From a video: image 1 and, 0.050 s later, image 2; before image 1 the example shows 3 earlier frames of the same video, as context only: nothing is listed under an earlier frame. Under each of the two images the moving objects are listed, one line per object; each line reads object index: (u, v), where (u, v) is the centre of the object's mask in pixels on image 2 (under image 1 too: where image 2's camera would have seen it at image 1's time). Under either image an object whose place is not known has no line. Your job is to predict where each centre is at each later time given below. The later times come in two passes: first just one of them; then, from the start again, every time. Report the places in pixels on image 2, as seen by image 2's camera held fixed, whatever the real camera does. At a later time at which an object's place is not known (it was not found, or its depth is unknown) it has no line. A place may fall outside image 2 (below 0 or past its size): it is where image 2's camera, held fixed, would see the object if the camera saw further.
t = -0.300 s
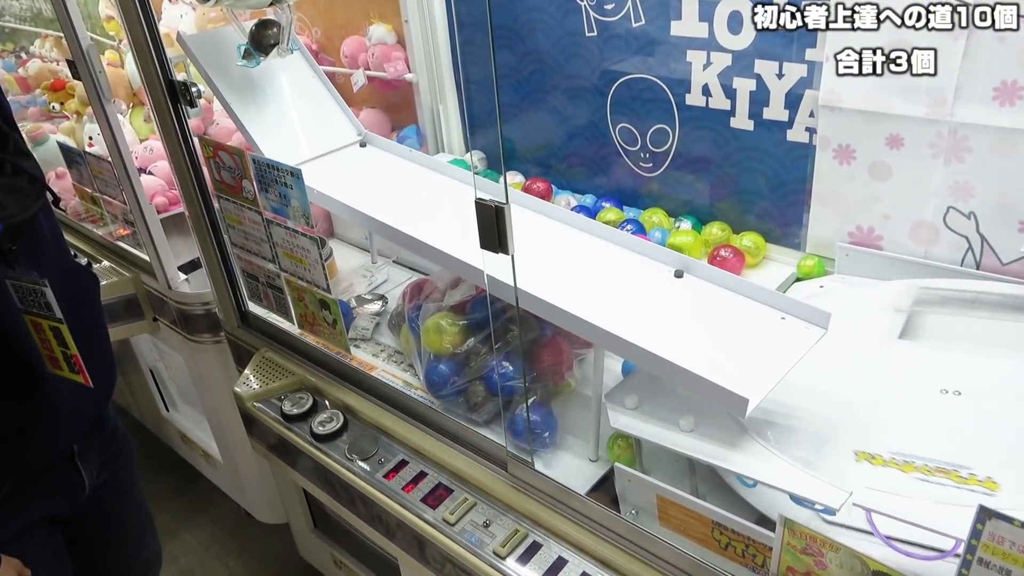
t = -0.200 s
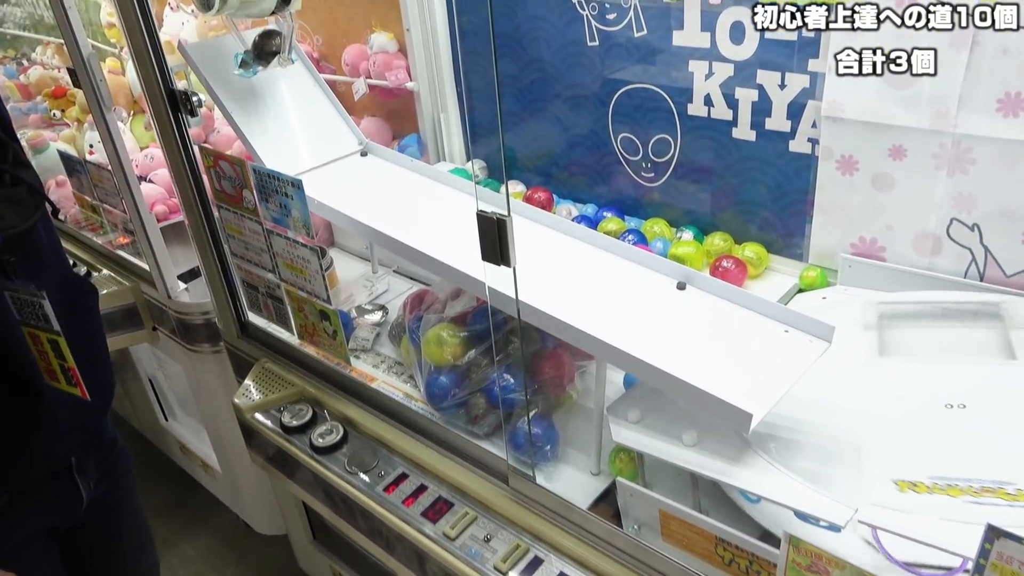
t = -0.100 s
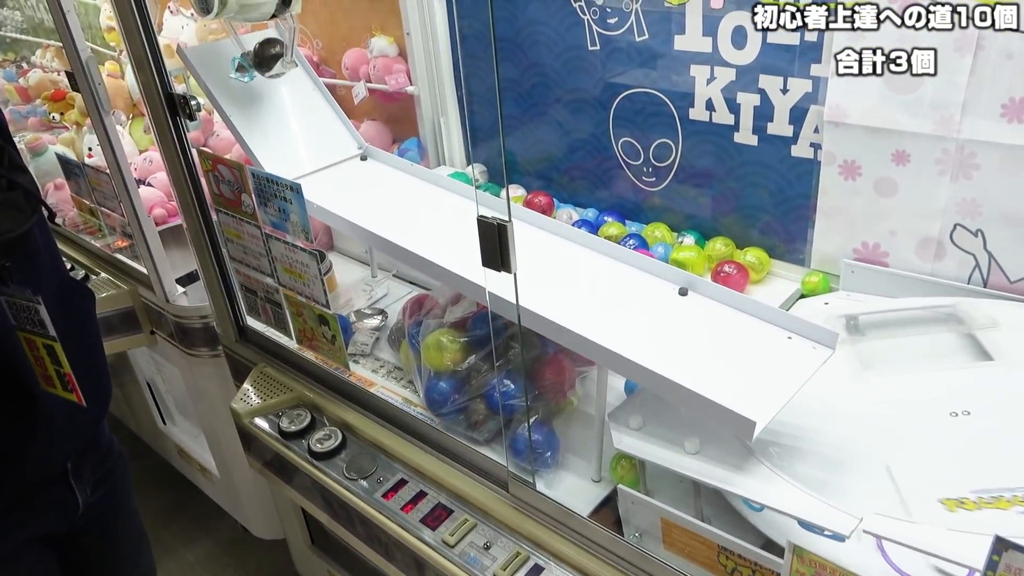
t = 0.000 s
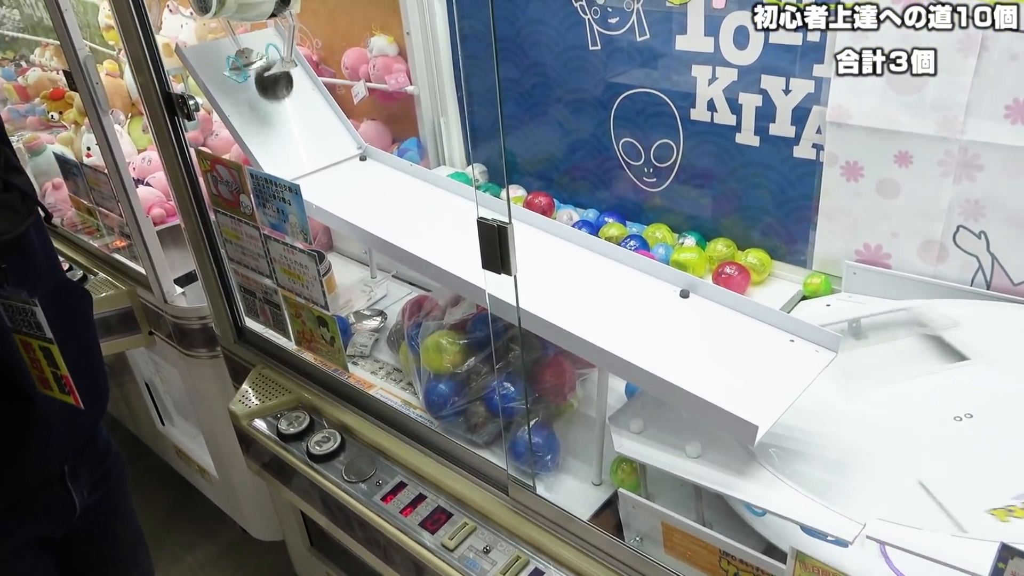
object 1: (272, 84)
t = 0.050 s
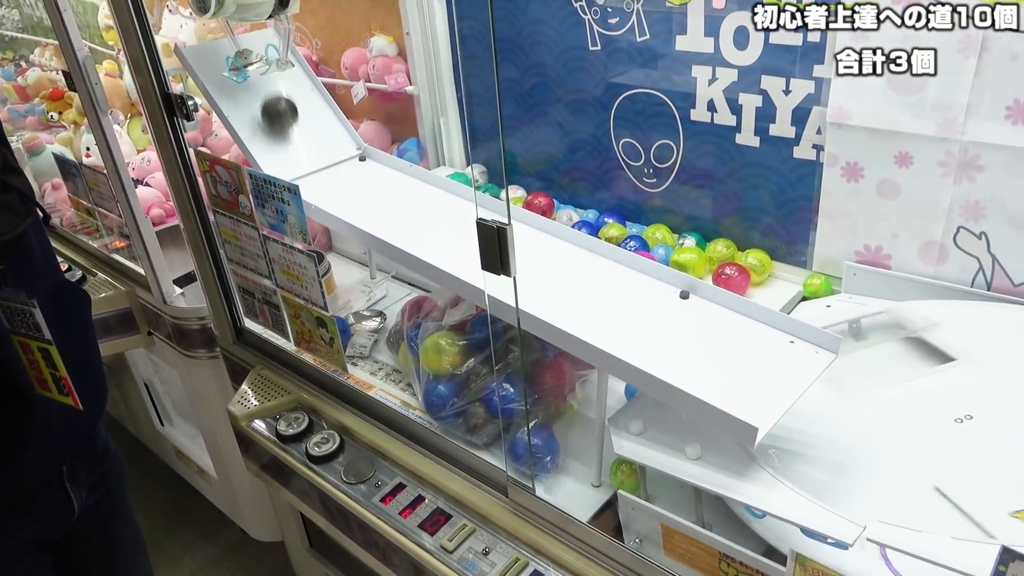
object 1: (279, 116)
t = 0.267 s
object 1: (343, 182)
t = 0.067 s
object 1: (282, 123)
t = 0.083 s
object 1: (287, 127)
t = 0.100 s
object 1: (291, 134)
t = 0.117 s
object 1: (296, 144)
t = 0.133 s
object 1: (302, 152)
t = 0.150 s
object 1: (308, 163)
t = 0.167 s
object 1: (313, 166)
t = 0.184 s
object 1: (318, 168)
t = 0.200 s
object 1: (323, 171)
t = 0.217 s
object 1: (328, 174)
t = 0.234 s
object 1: (333, 177)
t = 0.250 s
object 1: (338, 180)
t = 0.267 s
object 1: (343, 182)
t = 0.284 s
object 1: (349, 184)
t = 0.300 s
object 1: (354, 187)
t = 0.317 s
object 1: (360, 190)
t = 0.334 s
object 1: (367, 194)
